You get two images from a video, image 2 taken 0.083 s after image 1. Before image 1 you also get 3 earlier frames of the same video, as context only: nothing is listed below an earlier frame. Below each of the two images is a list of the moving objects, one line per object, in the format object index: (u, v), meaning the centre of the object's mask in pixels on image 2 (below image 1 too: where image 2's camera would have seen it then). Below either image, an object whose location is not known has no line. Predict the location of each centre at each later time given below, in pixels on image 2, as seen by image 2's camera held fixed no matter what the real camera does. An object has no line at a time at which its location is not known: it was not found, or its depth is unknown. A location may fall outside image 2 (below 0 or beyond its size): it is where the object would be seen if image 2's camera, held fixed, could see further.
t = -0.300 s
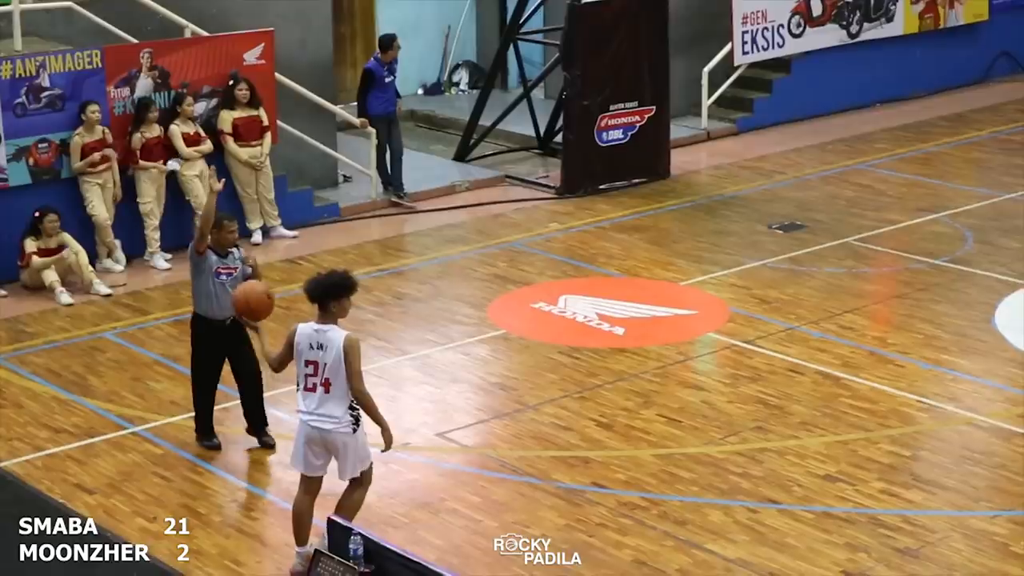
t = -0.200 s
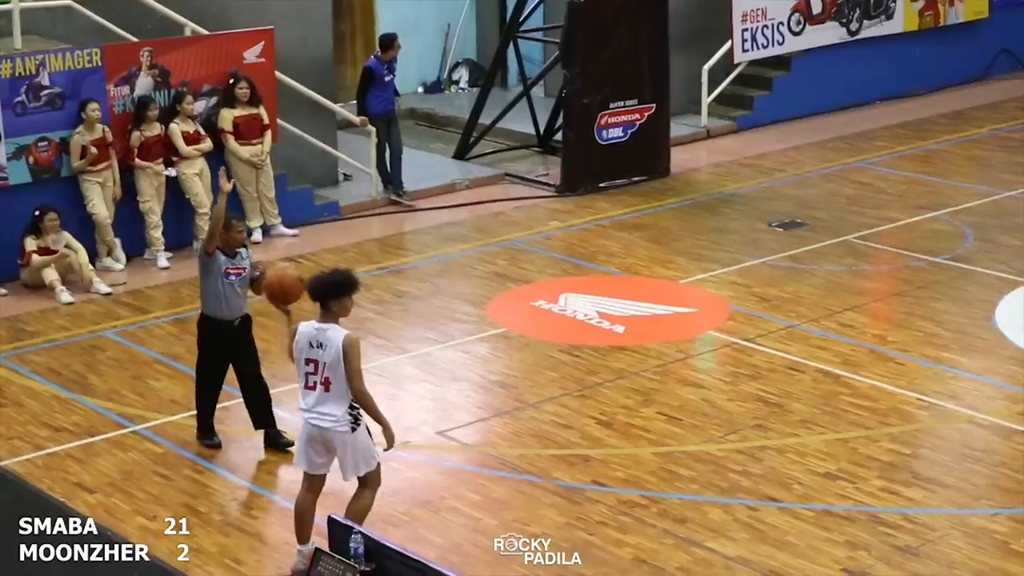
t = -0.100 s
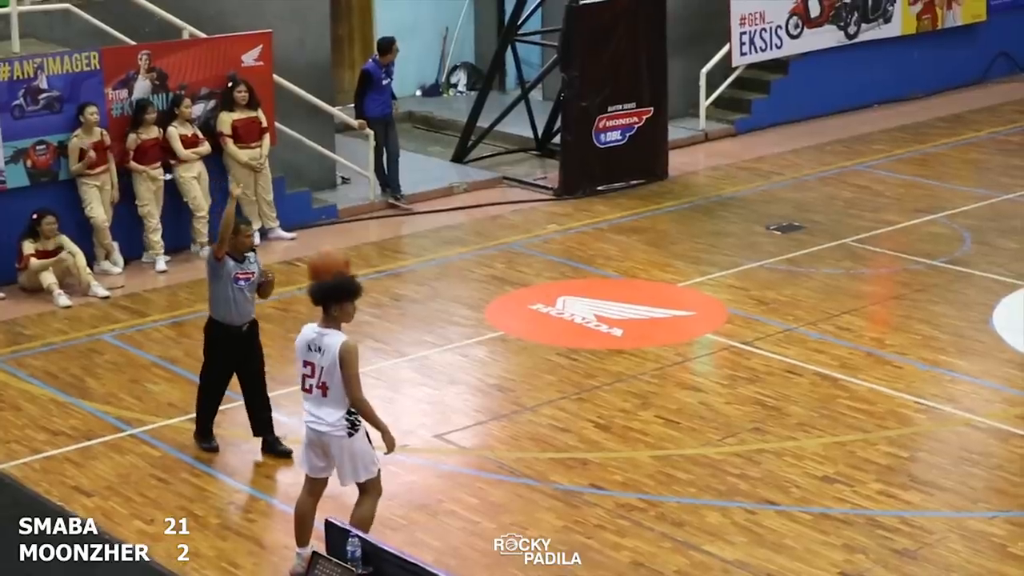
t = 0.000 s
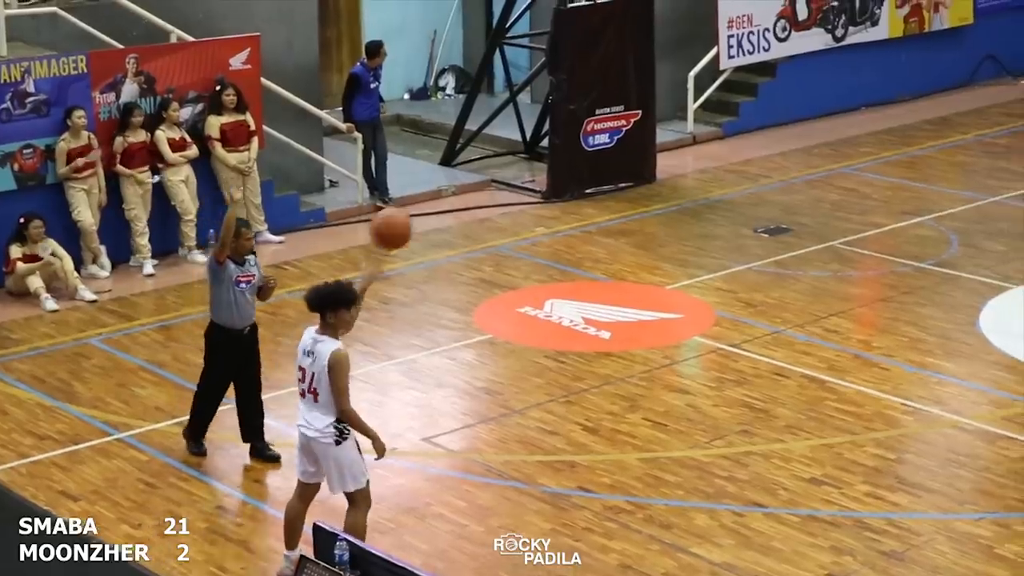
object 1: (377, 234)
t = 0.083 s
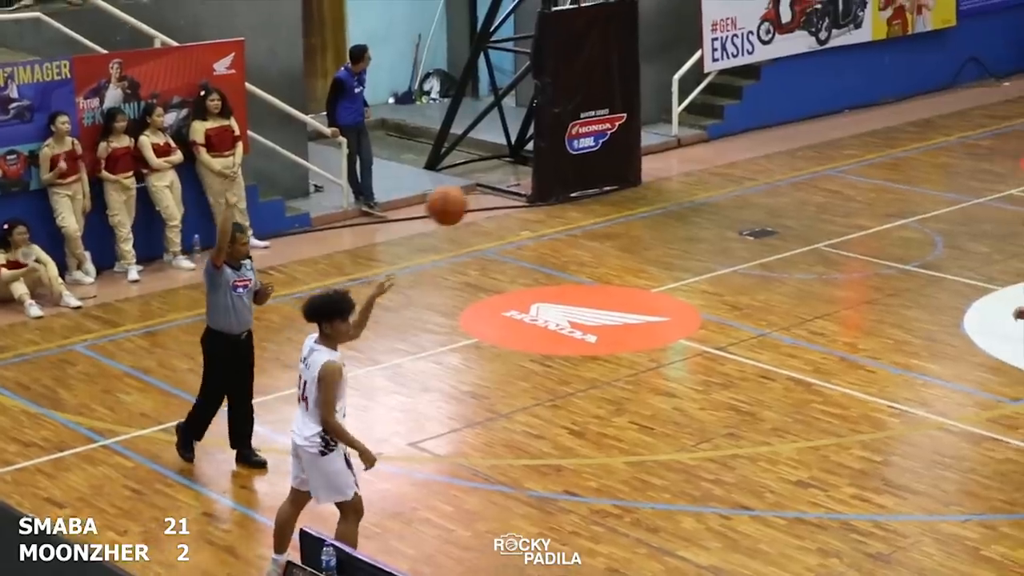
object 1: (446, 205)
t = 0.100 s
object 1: (459, 201)
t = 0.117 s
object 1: (474, 197)
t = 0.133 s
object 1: (488, 193)
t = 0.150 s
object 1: (501, 190)
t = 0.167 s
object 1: (514, 188)
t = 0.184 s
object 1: (528, 186)
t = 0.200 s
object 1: (540, 185)
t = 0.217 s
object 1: (553, 184)
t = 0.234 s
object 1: (566, 184)
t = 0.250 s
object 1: (579, 183)
